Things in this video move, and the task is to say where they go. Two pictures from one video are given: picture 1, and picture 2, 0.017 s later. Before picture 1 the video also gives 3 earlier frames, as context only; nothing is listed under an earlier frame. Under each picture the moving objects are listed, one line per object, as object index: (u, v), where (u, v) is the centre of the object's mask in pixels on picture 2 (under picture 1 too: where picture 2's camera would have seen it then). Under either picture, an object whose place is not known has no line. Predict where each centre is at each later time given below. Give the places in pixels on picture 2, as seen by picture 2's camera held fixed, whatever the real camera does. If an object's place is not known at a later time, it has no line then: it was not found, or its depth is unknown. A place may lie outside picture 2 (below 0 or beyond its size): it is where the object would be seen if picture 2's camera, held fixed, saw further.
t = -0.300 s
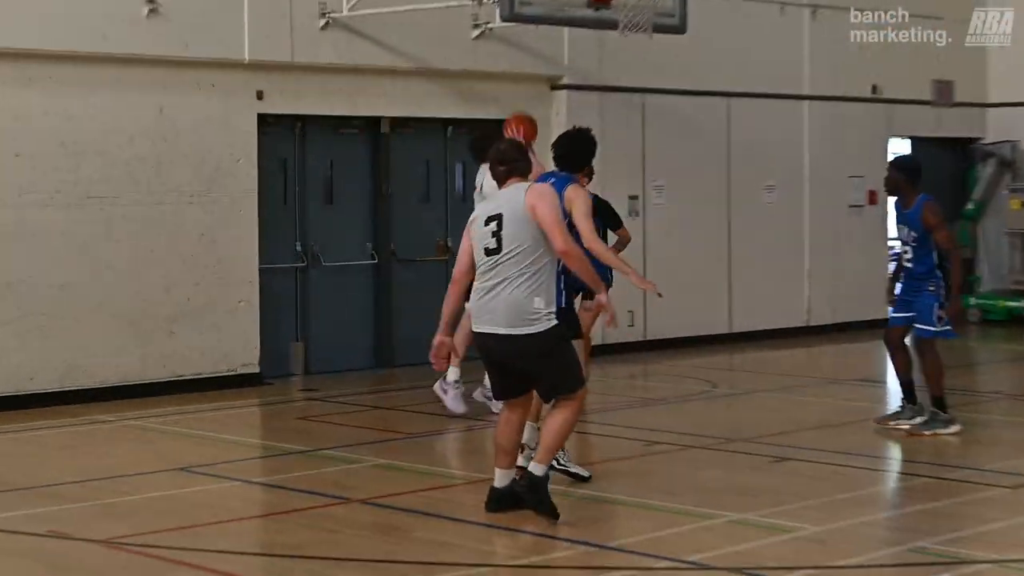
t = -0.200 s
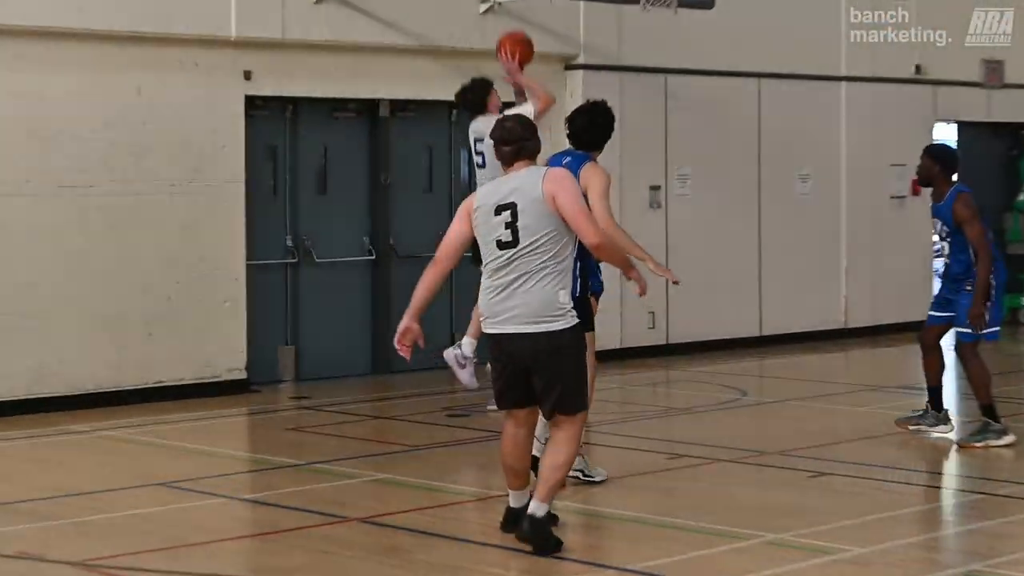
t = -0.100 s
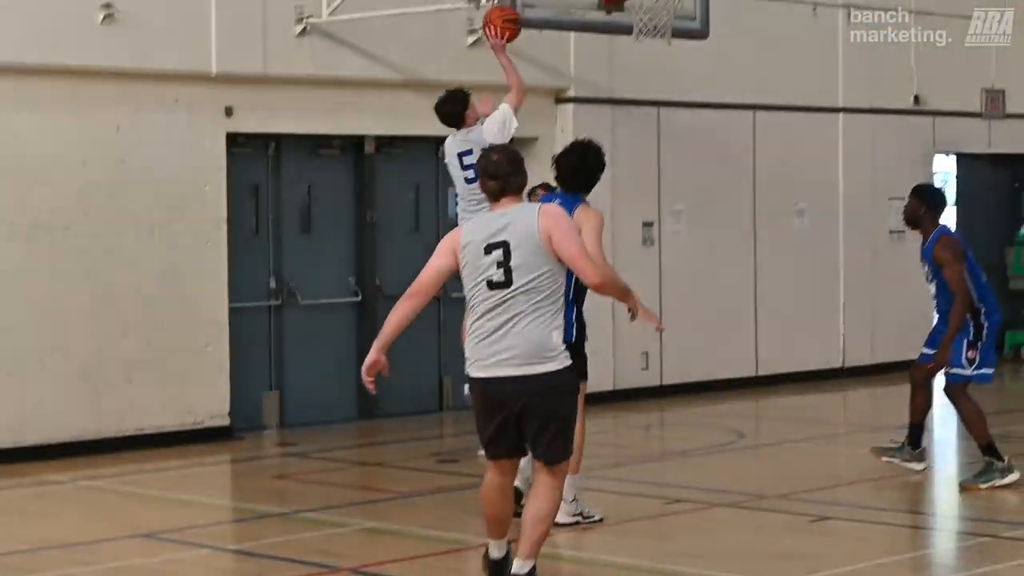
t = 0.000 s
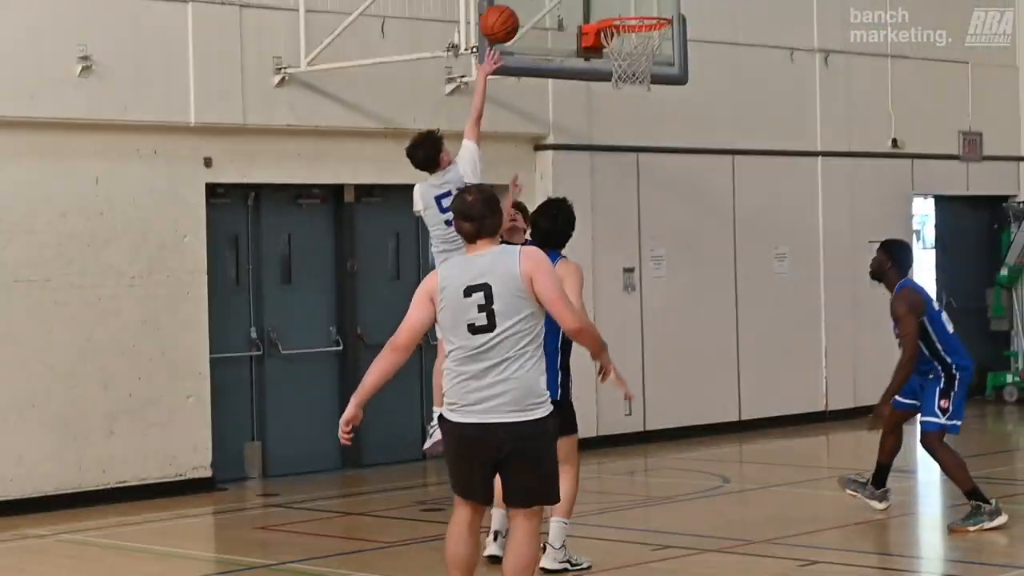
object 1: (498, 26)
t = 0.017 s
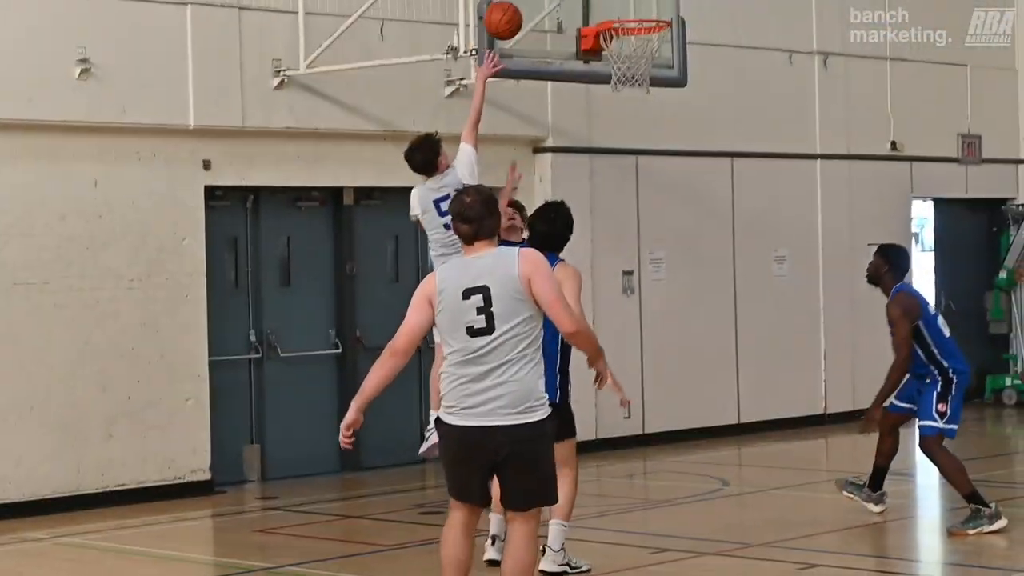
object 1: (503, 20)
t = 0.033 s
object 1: (507, 15)
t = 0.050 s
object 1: (511, 10)
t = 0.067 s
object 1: (515, 6)
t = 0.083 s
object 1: (519, 1)
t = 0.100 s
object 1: (523, -3)
